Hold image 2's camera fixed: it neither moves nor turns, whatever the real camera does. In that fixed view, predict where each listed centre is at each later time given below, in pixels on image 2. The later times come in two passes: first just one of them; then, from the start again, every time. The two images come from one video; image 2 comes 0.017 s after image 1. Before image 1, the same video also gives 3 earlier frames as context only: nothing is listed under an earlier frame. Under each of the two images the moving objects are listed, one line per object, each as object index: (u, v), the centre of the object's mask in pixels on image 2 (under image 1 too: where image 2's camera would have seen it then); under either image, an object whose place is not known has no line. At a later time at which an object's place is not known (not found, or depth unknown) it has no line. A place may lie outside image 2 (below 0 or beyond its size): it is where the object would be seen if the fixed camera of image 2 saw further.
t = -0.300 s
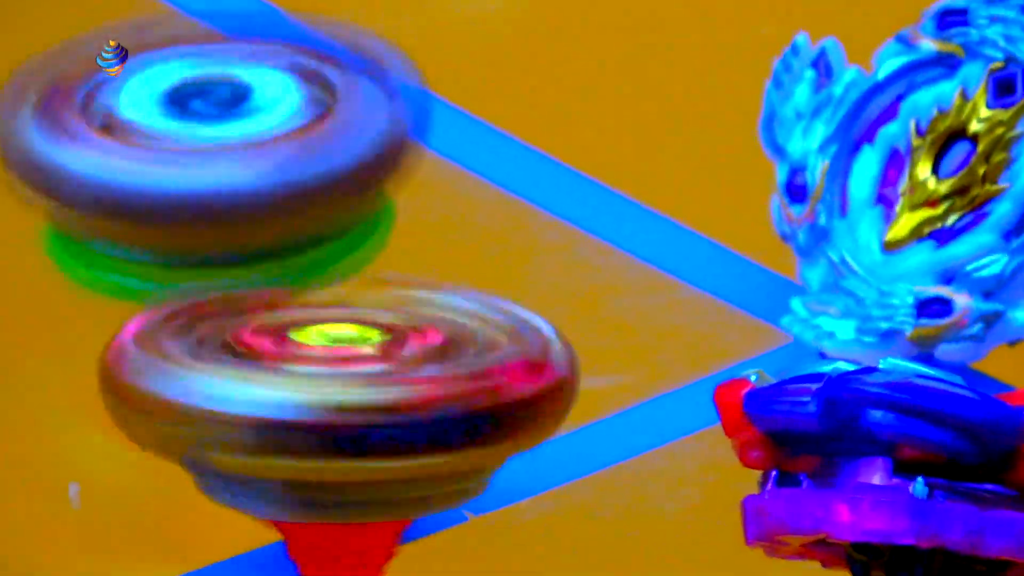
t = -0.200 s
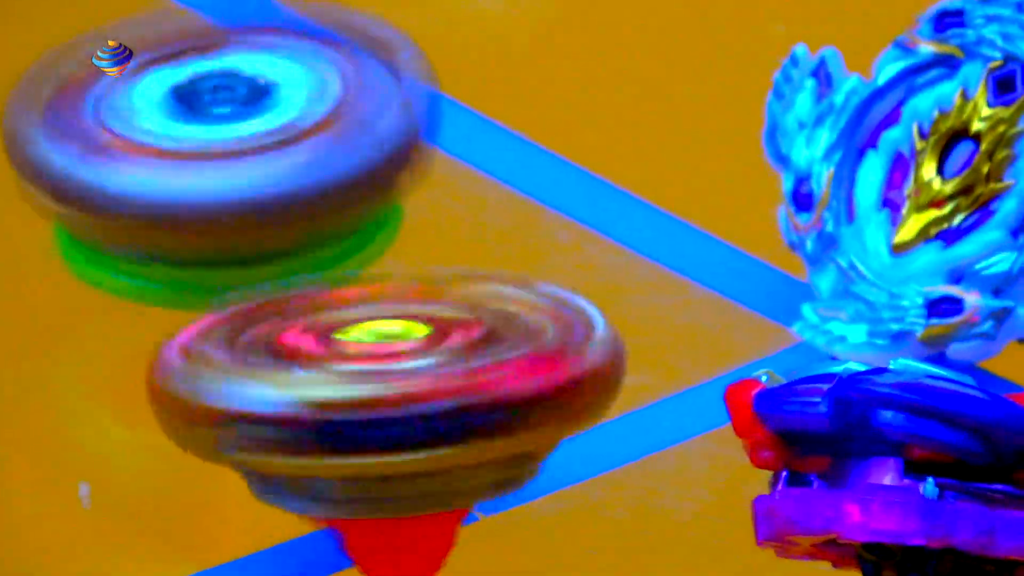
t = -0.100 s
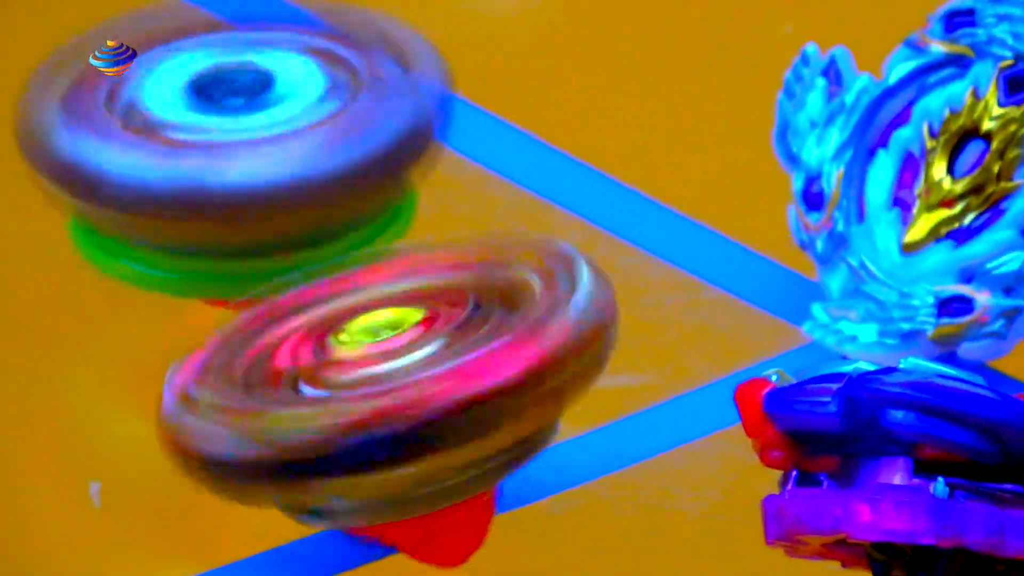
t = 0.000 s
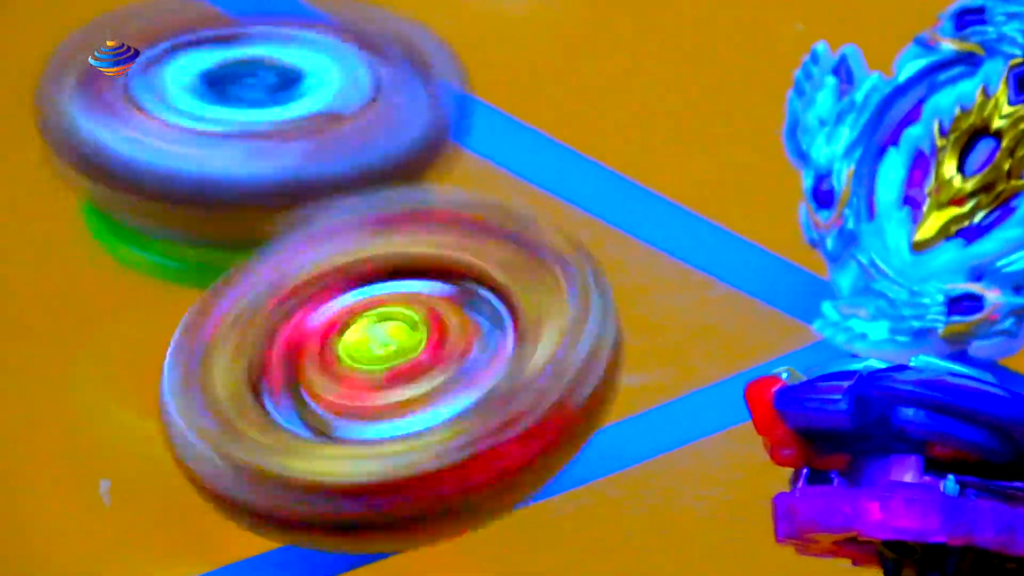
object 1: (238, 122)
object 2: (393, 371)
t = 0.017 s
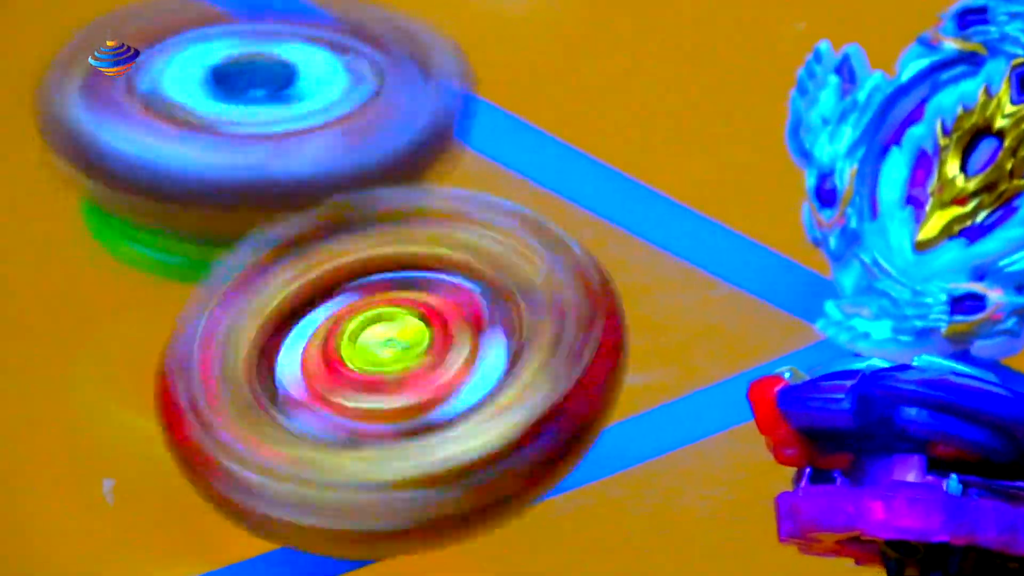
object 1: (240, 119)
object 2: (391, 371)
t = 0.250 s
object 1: (263, 120)
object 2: (361, 376)
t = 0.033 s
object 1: (240, 118)
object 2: (397, 373)
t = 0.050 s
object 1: (233, 118)
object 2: (401, 372)
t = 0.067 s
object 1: (227, 116)
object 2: (404, 366)
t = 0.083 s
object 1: (233, 115)
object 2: (406, 361)
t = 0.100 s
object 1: (238, 112)
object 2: (405, 360)
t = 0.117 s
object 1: (241, 110)
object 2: (397, 359)
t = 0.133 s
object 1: (247, 109)
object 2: (391, 359)
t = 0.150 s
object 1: (248, 110)
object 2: (386, 363)
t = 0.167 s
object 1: (243, 109)
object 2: (381, 362)
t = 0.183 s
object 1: (238, 110)
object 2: (375, 362)
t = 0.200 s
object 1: (242, 113)
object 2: (368, 366)
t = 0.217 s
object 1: (243, 115)
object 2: (362, 368)
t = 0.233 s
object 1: (246, 117)
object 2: (359, 371)
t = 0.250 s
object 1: (263, 120)
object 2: (361, 376)
